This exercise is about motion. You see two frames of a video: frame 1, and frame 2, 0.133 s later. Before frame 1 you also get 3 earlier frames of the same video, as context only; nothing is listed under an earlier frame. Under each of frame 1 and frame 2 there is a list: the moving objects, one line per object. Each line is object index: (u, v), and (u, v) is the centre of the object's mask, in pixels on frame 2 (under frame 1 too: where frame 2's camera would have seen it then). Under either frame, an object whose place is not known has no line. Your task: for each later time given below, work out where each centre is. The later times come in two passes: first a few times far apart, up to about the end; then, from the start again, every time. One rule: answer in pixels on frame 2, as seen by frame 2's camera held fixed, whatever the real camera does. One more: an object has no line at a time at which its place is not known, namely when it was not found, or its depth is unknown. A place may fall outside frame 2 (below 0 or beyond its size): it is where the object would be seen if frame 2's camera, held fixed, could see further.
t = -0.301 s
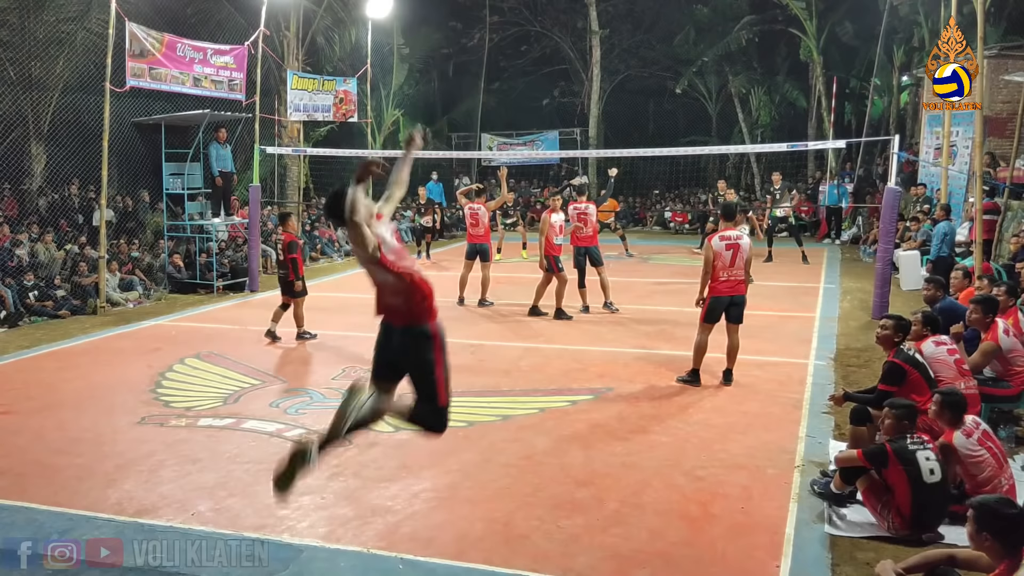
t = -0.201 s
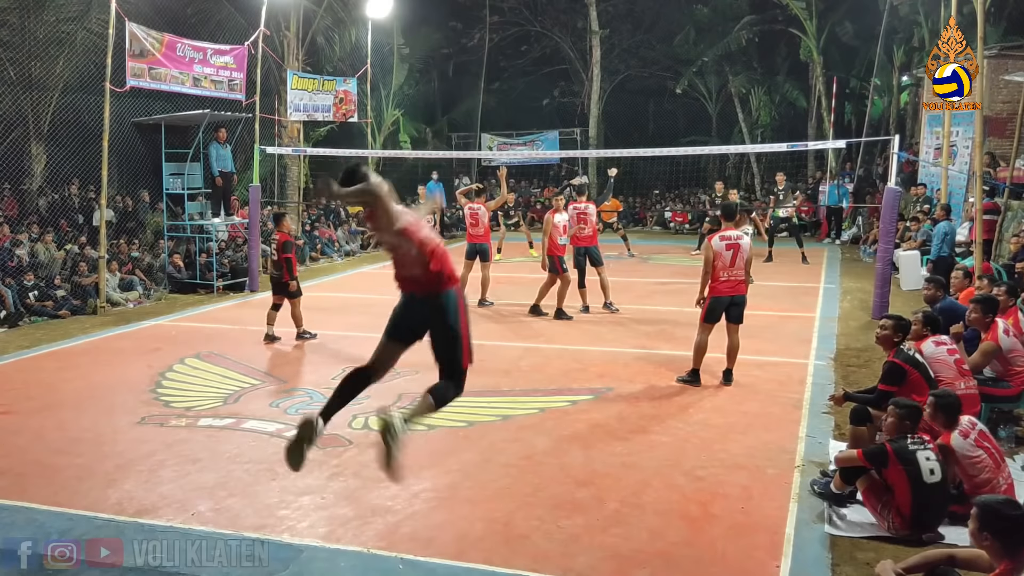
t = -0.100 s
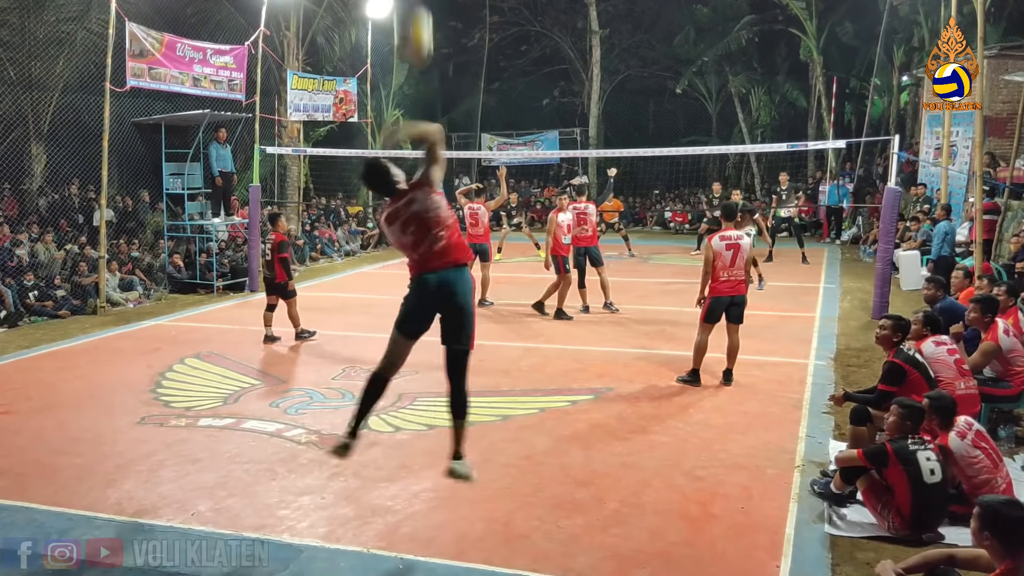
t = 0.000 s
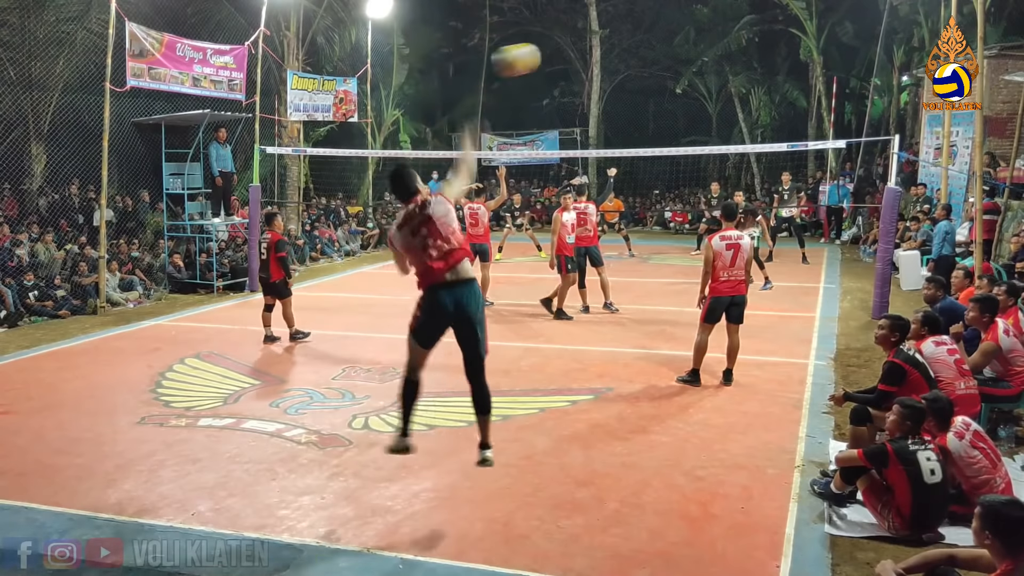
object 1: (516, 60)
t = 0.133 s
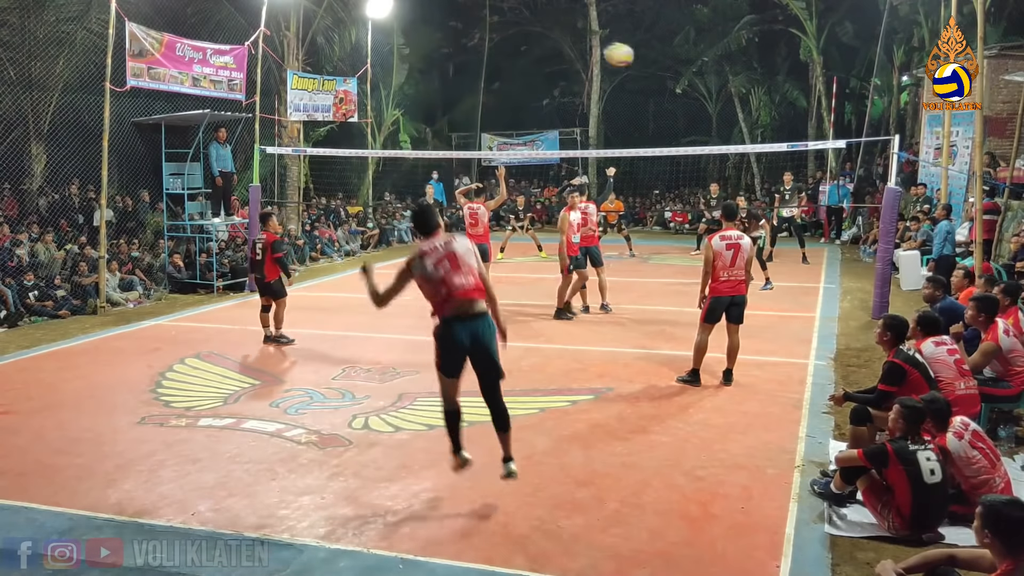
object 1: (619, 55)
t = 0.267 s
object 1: (669, 77)
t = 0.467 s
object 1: (707, 132)
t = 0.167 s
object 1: (634, 58)
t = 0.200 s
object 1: (648, 64)
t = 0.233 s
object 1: (660, 70)
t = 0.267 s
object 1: (669, 77)
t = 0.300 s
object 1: (678, 85)
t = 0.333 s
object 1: (685, 94)
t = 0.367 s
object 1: (692, 103)
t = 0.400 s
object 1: (698, 112)
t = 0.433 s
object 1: (703, 121)
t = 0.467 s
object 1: (707, 132)
